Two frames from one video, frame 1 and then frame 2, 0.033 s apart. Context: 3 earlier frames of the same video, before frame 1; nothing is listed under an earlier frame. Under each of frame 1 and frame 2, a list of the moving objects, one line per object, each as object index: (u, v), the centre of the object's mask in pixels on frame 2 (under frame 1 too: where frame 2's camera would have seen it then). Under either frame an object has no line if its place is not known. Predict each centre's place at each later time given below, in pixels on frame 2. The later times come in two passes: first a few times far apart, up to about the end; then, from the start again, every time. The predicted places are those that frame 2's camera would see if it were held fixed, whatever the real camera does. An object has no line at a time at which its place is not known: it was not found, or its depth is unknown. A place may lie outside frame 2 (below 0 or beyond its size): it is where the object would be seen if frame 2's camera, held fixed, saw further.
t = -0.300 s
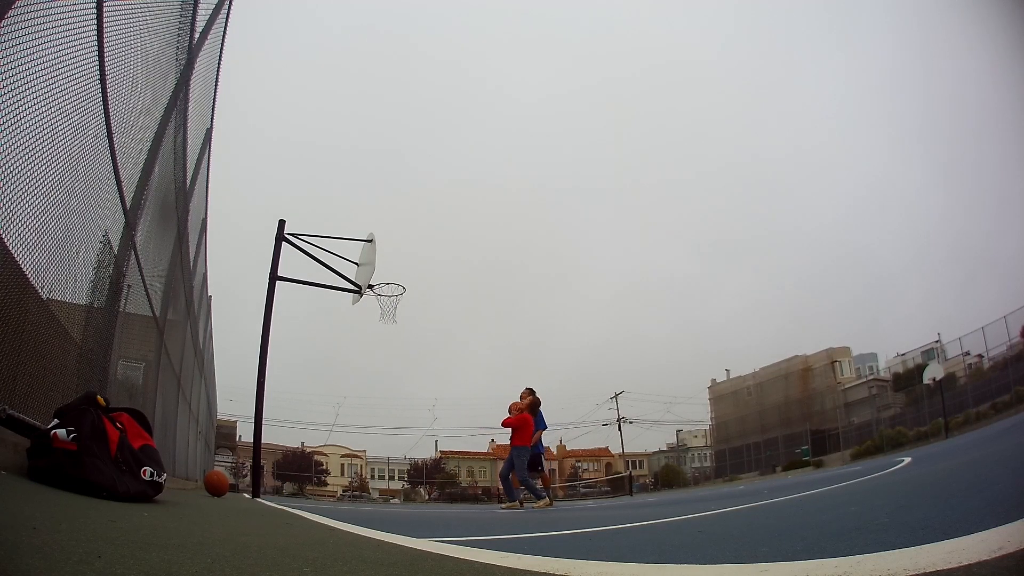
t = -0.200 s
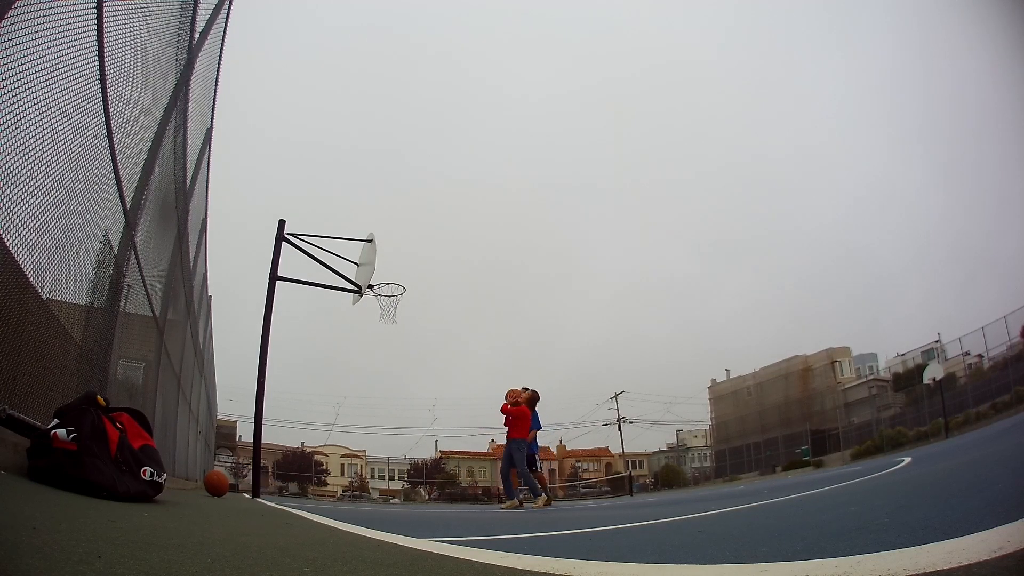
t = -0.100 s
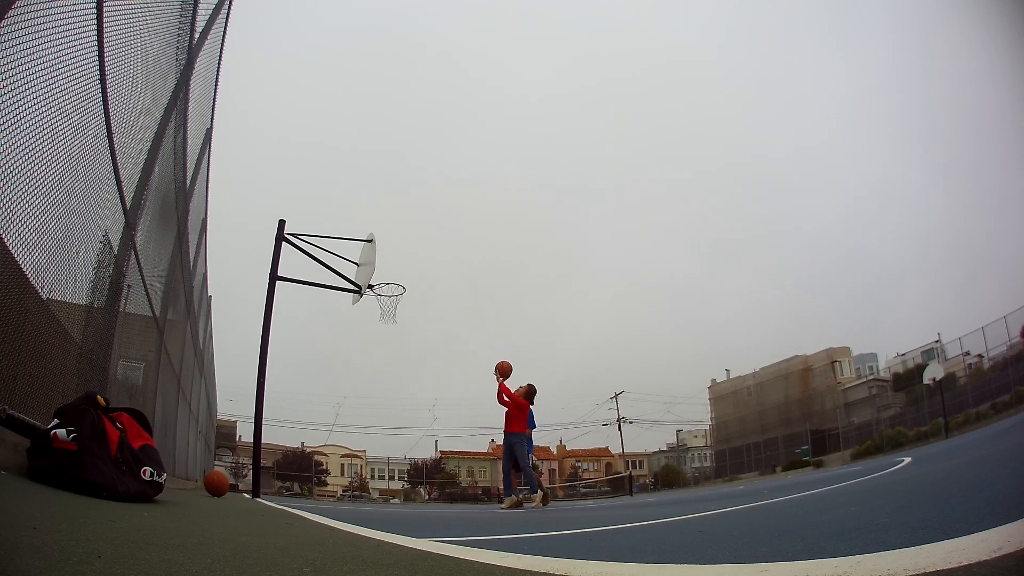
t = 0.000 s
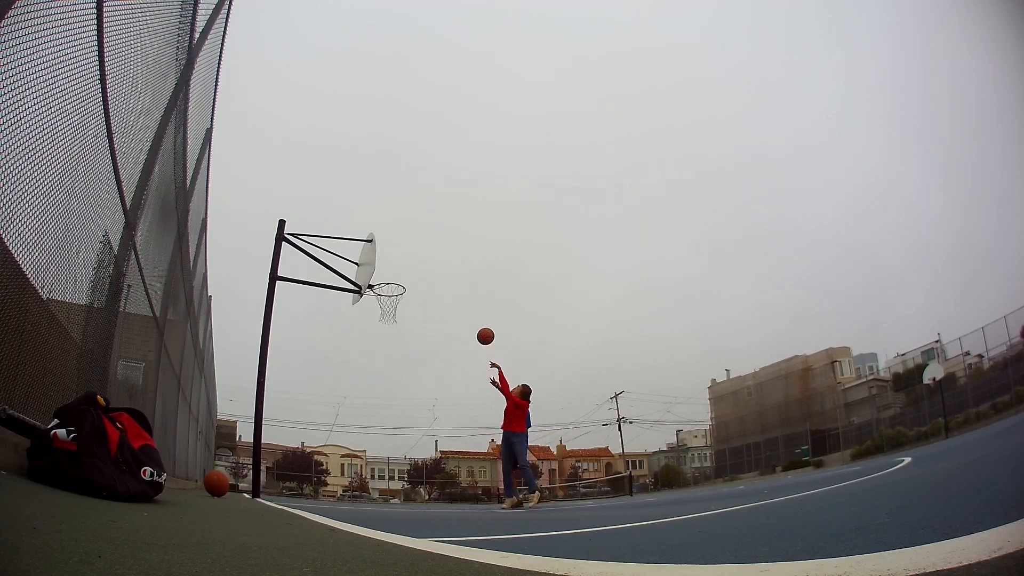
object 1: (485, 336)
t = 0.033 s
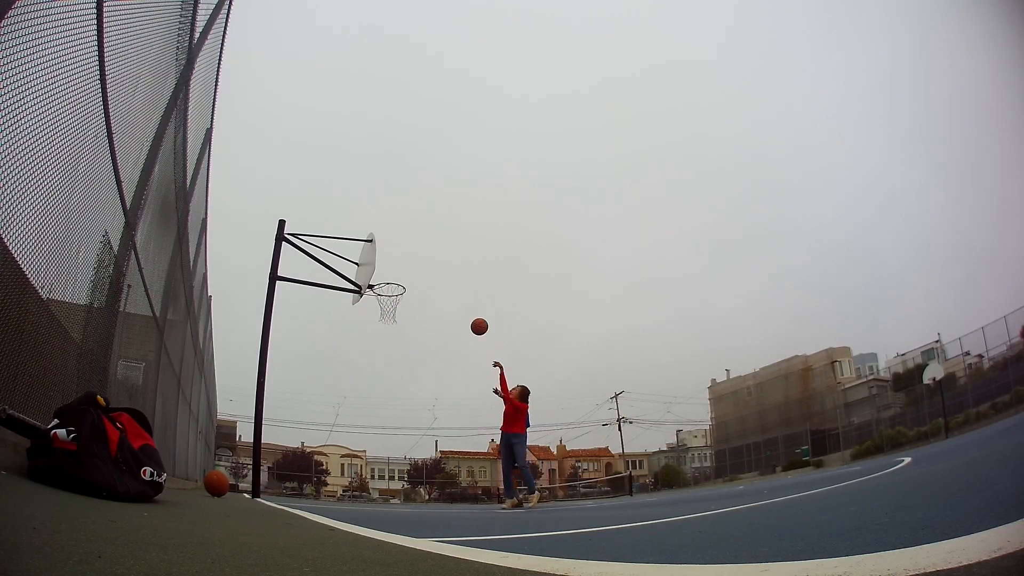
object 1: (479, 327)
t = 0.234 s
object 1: (443, 285)
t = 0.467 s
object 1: (402, 271)
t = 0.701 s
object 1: (377, 273)
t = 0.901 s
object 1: (384, 284)
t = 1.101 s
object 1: (392, 322)
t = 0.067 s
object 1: (473, 318)
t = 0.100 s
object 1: (467, 310)
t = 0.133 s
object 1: (461, 302)
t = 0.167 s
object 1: (455, 296)
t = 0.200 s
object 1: (449, 290)
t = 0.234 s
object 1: (443, 285)
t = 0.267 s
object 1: (437, 281)
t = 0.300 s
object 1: (431, 278)
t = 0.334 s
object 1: (425, 275)
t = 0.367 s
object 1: (419, 273)
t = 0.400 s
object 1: (413, 272)
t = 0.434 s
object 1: (407, 271)
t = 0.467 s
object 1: (402, 271)
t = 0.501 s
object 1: (395, 272)
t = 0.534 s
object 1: (389, 273)
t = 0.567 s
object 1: (384, 275)
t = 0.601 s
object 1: (381, 273)
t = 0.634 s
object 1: (380, 273)
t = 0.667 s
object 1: (378, 272)
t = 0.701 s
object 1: (377, 273)
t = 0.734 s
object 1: (378, 273)
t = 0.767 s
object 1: (379, 274)
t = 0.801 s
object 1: (380, 275)
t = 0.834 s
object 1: (381, 277)
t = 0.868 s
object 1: (382, 280)
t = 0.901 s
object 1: (384, 284)
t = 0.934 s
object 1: (386, 289)
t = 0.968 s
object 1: (387, 294)
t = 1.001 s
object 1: (388, 300)
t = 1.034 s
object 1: (390, 307)
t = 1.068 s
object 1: (391, 314)
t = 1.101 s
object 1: (392, 322)
